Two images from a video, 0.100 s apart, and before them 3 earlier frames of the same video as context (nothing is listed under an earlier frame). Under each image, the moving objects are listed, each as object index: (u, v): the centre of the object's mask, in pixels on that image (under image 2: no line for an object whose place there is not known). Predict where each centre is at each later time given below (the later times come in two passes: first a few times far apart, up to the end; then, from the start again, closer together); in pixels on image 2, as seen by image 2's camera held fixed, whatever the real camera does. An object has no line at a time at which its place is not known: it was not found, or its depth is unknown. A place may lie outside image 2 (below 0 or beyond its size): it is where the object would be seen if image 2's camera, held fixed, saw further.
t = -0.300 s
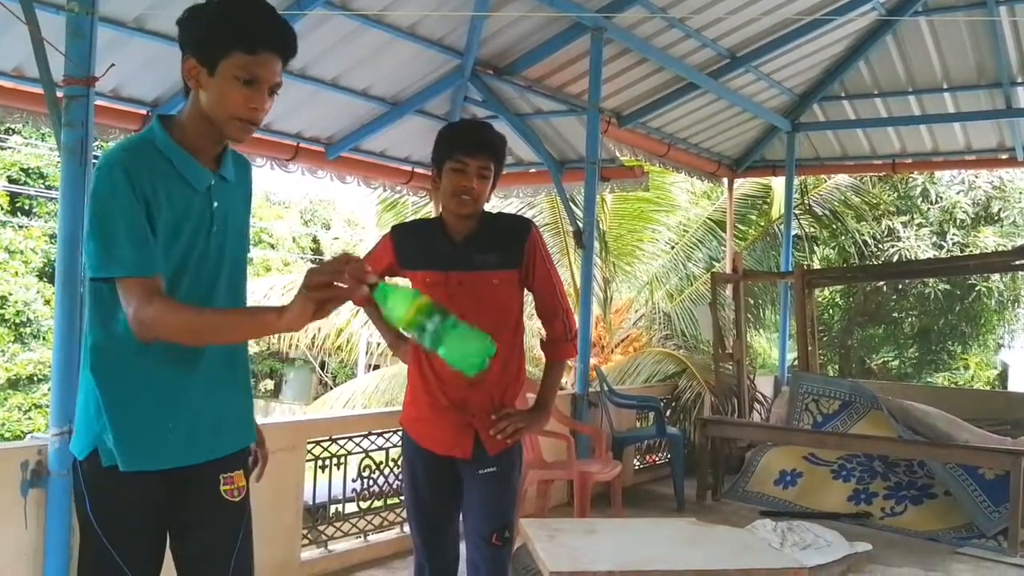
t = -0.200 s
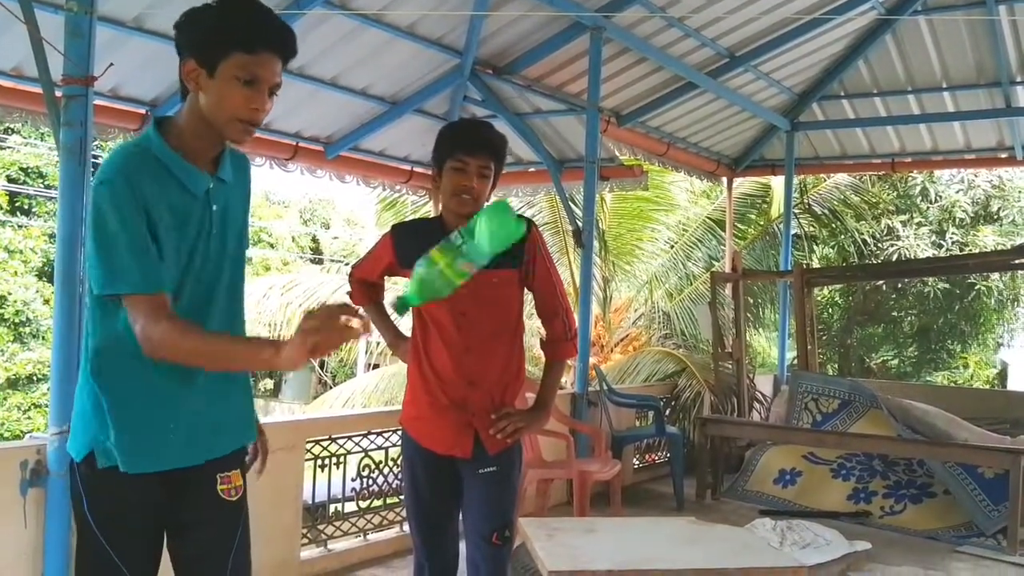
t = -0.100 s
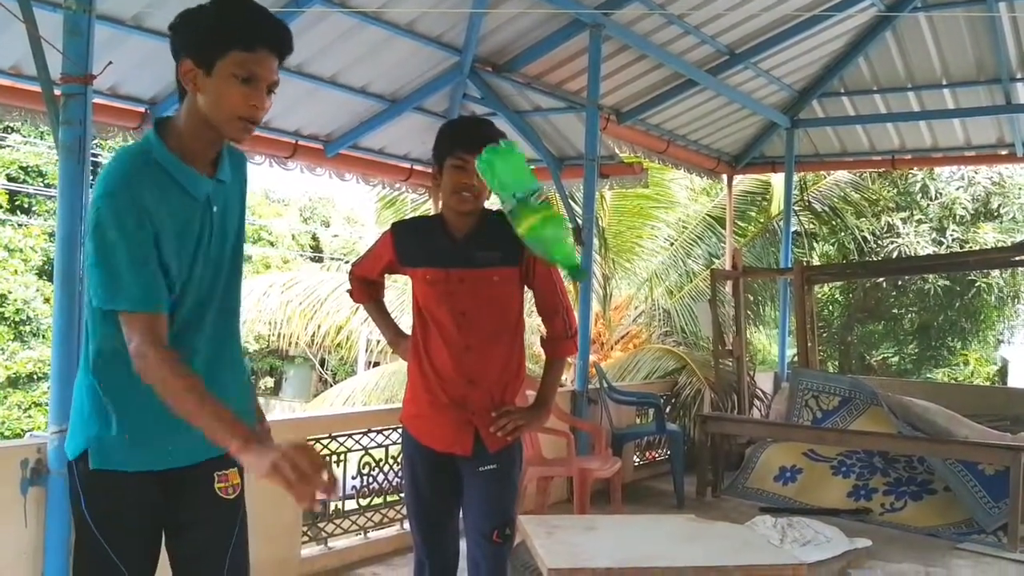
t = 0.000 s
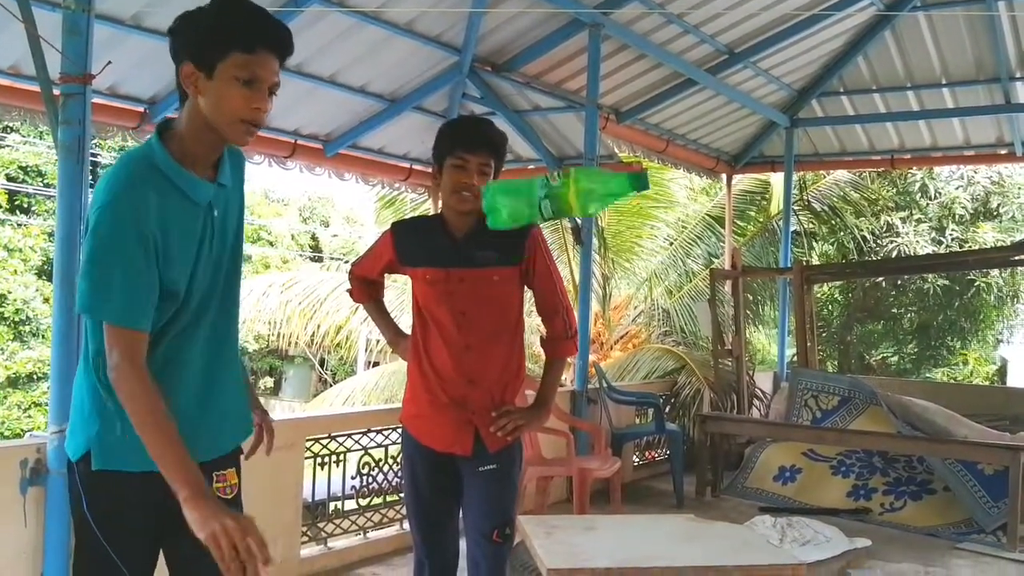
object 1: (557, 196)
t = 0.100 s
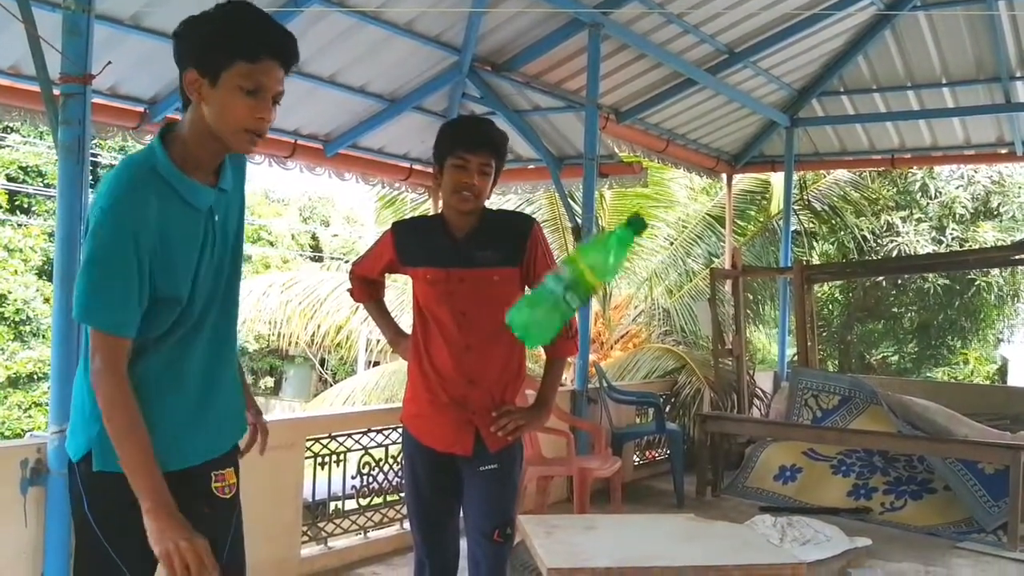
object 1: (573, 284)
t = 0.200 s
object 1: (590, 456)
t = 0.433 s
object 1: (623, 471)
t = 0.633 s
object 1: (655, 516)
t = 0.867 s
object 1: (657, 519)
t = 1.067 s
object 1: (658, 520)
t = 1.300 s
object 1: (658, 522)
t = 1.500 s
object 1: (657, 522)
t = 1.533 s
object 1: (658, 522)
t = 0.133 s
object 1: (578, 333)
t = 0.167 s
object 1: (584, 395)
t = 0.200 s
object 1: (590, 456)
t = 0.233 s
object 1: (595, 458)
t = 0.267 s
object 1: (599, 459)
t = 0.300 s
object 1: (599, 460)
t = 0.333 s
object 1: (601, 461)
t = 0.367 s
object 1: (605, 463)
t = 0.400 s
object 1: (613, 465)
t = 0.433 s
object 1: (623, 471)
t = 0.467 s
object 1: (636, 481)
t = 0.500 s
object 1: (649, 500)
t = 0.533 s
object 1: (653, 513)
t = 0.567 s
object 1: (654, 513)
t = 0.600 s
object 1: (655, 516)
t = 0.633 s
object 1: (655, 516)
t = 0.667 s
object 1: (655, 517)
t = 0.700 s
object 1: (656, 518)
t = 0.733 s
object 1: (657, 518)
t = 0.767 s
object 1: (656, 518)
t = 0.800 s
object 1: (656, 518)
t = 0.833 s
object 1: (657, 519)
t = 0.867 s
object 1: (657, 519)
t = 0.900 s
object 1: (658, 520)
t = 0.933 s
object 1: (658, 520)
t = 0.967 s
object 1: (658, 520)
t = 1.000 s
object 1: (658, 520)
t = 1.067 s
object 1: (658, 520)
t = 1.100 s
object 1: (658, 521)
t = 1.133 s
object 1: (658, 521)
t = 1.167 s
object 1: (658, 521)
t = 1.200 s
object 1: (658, 521)
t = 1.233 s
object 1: (658, 521)
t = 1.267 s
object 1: (658, 522)
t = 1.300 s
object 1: (658, 522)
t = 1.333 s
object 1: (657, 522)
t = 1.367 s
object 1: (657, 522)
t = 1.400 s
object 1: (657, 522)
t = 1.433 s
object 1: (657, 522)
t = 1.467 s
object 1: (657, 522)
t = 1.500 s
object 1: (657, 522)
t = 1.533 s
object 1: (658, 522)
